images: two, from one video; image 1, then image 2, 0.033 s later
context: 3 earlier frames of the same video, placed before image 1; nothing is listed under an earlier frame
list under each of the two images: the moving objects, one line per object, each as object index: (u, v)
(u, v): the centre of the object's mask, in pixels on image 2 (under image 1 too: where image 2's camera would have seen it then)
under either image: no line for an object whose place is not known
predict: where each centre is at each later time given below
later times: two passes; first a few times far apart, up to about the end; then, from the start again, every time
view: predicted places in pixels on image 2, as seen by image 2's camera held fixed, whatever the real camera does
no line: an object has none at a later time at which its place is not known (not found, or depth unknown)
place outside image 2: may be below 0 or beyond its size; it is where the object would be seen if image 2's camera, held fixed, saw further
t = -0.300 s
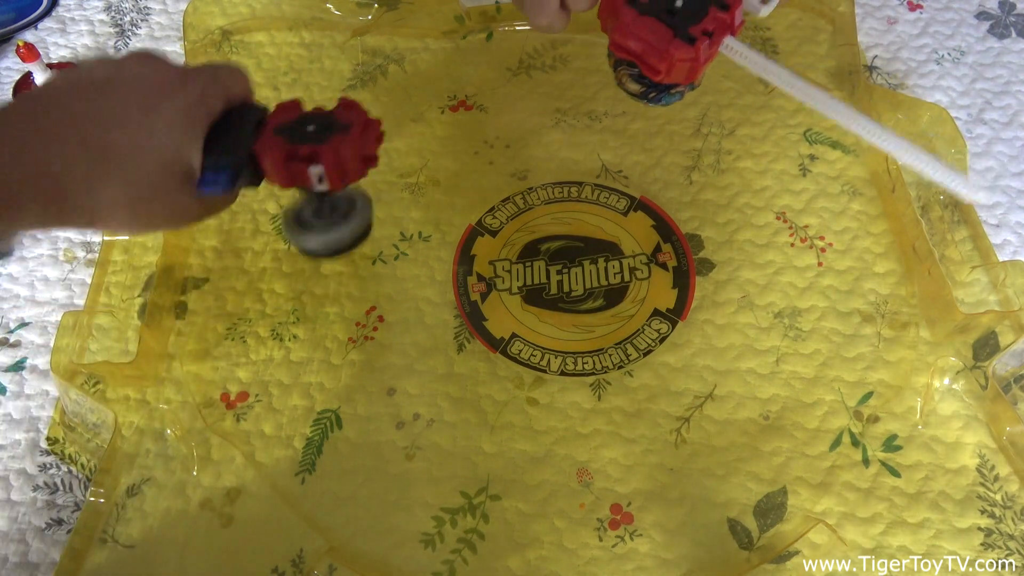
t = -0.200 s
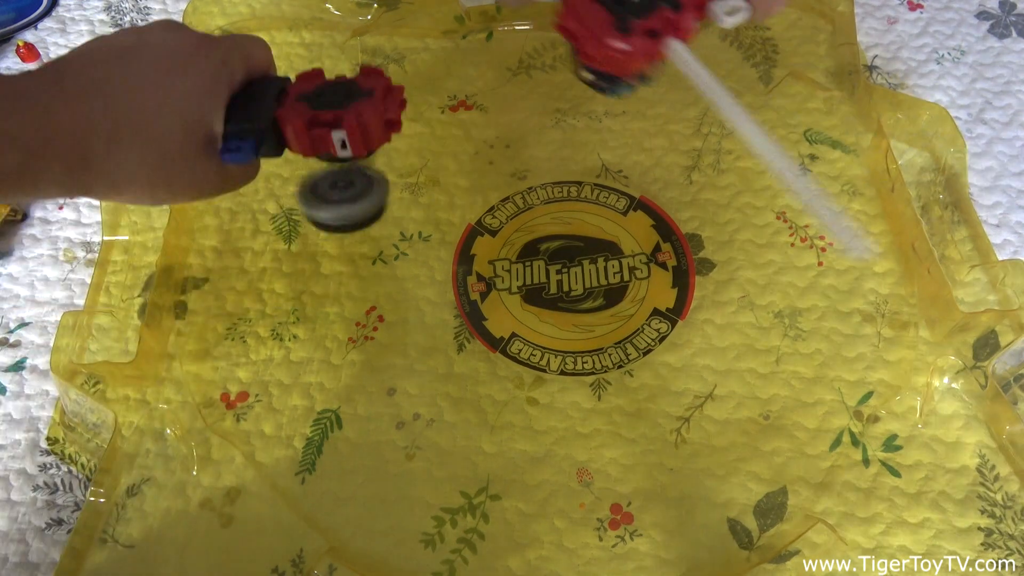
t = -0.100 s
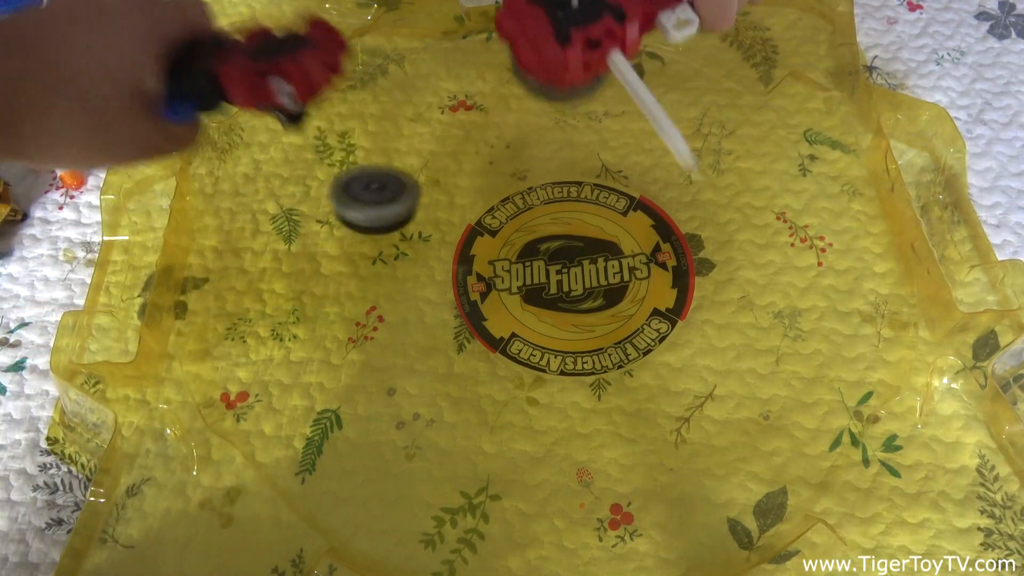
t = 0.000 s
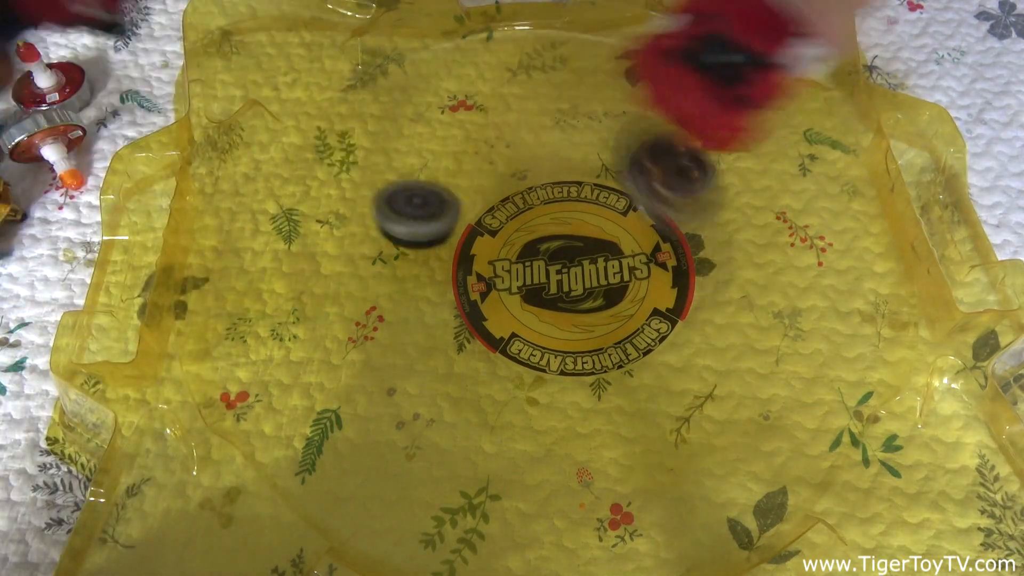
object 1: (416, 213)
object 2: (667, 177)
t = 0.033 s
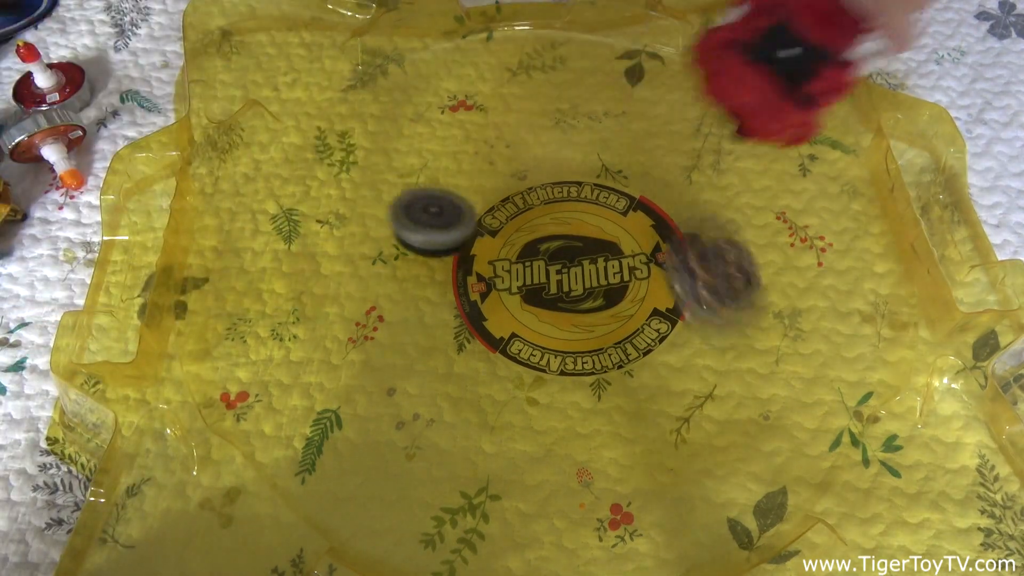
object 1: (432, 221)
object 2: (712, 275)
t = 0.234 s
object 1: (505, 238)
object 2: (808, 524)
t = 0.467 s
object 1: (537, 227)
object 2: (582, 520)
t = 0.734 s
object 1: (521, 183)
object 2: (478, 411)
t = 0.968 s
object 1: (495, 151)
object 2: (483, 379)
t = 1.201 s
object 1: (495, 159)
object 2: (487, 327)
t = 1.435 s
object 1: (582, 169)
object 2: (483, 289)
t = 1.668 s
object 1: (664, 165)
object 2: (479, 277)
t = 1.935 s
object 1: (663, 184)
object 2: (477, 270)
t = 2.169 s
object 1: (638, 237)
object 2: (479, 271)
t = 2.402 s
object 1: (636, 322)
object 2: (485, 272)
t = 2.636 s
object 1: (660, 367)
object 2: (493, 270)
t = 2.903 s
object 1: (650, 351)
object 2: (499, 267)
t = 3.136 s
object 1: (574, 328)
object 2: (502, 261)
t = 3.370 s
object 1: (517, 346)
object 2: (498, 252)
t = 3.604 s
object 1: (534, 344)
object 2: (497, 253)
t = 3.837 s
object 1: (511, 334)
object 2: (491, 235)
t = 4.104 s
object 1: (559, 313)
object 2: (494, 233)
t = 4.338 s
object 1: (546, 298)
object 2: (497, 231)
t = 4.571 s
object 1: (625, 312)
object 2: (455, 187)
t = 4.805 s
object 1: (646, 284)
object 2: (451, 182)
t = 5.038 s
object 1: (624, 269)
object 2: (455, 183)
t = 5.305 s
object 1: (570, 300)
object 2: (477, 188)
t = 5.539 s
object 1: (568, 309)
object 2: (543, 194)
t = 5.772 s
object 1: (555, 320)
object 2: (602, 186)
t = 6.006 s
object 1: (540, 304)
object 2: (608, 183)
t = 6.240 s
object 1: (535, 292)
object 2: (609, 185)
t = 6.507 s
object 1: (538, 272)
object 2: (609, 192)
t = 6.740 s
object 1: (513, 273)
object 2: (663, 211)
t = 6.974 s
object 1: (508, 310)
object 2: (711, 243)
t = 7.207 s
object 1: (486, 312)
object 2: (696, 255)
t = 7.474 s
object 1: (505, 302)
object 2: (676, 265)
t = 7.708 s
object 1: (515, 298)
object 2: (644, 282)
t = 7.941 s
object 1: (494, 282)
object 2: (648, 322)
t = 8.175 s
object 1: (492, 285)
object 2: (666, 351)
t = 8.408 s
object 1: (473, 299)
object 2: (653, 351)
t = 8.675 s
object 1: (483, 273)
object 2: (611, 323)
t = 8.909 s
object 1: (461, 245)
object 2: (599, 305)
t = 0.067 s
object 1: (445, 222)
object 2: (749, 360)
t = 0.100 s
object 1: (459, 225)
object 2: (778, 386)
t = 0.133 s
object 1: (473, 230)
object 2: (805, 426)
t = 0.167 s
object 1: (484, 231)
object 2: (825, 482)
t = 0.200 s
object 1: (497, 236)
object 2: (827, 514)
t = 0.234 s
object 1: (505, 238)
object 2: (808, 524)
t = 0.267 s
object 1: (510, 238)
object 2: (776, 535)
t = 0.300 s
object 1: (516, 238)
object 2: (751, 538)
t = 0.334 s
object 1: (524, 239)
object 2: (720, 541)
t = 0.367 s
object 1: (532, 240)
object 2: (685, 541)
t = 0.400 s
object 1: (532, 236)
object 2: (644, 538)
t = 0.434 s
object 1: (535, 233)
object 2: (607, 535)
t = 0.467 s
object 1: (537, 227)
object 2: (582, 520)
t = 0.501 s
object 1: (538, 225)
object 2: (556, 505)
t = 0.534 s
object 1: (539, 219)
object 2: (533, 491)
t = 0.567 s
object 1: (538, 216)
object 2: (519, 471)
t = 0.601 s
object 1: (536, 209)
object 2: (504, 457)
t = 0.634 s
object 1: (533, 202)
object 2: (493, 444)
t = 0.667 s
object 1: (530, 195)
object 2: (487, 429)
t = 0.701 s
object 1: (527, 190)
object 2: (481, 420)
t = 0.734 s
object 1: (521, 183)
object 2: (478, 411)
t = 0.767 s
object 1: (518, 178)
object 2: (478, 405)
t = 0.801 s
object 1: (514, 173)
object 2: (478, 399)
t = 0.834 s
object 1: (510, 169)
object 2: (479, 395)
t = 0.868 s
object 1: (508, 165)
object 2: (480, 391)
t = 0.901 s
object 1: (504, 161)
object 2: (481, 387)
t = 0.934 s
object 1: (498, 154)
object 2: (481, 383)
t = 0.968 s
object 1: (495, 151)
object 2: (483, 379)
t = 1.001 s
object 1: (492, 149)
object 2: (484, 373)
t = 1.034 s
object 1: (489, 147)
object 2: (485, 367)
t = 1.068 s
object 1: (486, 148)
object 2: (486, 360)
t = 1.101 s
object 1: (484, 150)
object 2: (486, 352)
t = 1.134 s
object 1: (485, 153)
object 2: (487, 343)
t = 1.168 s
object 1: (488, 156)
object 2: (488, 335)
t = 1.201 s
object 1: (495, 159)
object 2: (487, 327)
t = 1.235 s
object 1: (502, 160)
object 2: (487, 320)
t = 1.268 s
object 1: (513, 162)
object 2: (486, 313)
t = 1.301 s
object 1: (525, 163)
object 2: (486, 307)
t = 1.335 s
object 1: (539, 165)
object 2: (486, 301)
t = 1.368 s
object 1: (553, 167)
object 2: (485, 297)
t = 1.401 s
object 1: (568, 168)
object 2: (484, 292)
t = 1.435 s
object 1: (582, 169)
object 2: (483, 289)
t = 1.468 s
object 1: (597, 170)
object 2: (482, 286)
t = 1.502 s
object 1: (611, 170)
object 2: (481, 284)
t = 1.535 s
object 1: (624, 169)
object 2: (480, 282)
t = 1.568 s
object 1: (635, 167)
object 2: (480, 280)
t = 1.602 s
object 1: (646, 167)
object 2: (480, 279)
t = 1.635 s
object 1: (655, 166)
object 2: (480, 278)
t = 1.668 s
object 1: (664, 165)
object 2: (479, 277)
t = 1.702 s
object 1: (668, 164)
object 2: (479, 276)
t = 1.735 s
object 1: (672, 165)
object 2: (478, 275)
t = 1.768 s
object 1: (674, 166)
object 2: (478, 274)
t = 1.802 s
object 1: (674, 168)
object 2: (477, 273)
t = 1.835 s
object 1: (674, 173)
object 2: (477, 272)
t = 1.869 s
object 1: (670, 175)
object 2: (477, 272)
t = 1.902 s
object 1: (667, 179)
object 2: (477, 271)
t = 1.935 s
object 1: (663, 184)
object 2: (477, 270)
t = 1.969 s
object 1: (658, 190)
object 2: (477, 270)
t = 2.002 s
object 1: (654, 196)
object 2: (477, 270)
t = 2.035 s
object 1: (650, 203)
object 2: (476, 270)
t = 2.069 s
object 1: (646, 210)
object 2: (477, 270)
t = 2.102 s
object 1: (642, 217)
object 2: (477, 270)
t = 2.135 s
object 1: (641, 227)
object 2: (478, 271)
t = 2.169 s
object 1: (638, 237)
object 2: (479, 271)
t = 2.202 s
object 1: (636, 247)
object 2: (479, 271)
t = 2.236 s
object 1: (634, 260)
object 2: (480, 271)
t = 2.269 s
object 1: (633, 272)
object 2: (481, 272)
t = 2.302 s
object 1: (632, 283)
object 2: (482, 272)
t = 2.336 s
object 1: (632, 298)
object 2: (483, 272)
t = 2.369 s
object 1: (633, 310)
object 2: (483, 271)
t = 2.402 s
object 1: (636, 322)
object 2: (485, 272)
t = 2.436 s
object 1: (636, 331)
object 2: (486, 272)
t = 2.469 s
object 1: (639, 341)
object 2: (487, 272)
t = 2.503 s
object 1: (643, 350)
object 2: (488, 271)
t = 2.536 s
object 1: (647, 357)
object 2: (489, 271)
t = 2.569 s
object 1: (651, 361)
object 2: (491, 271)
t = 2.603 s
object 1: (656, 365)
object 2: (492, 271)
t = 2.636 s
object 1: (660, 367)
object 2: (493, 270)
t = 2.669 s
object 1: (663, 369)
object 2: (493, 270)
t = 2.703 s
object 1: (665, 369)
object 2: (495, 270)
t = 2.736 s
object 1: (666, 369)
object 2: (495, 269)
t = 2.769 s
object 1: (665, 367)
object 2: (496, 269)
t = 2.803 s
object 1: (665, 365)
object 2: (496, 269)
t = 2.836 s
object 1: (660, 361)
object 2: (498, 269)
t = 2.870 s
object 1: (657, 358)
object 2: (498, 268)
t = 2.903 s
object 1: (650, 351)
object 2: (499, 267)
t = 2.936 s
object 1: (643, 345)
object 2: (500, 267)
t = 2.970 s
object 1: (634, 340)
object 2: (501, 266)
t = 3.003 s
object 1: (625, 335)
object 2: (501, 264)
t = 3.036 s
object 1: (614, 332)
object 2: (502, 264)
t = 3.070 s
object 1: (602, 330)
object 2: (502, 263)
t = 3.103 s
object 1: (589, 329)
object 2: (502, 262)
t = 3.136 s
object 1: (574, 328)
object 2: (502, 261)
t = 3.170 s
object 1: (561, 327)
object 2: (502, 260)
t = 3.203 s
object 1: (548, 328)
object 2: (502, 260)
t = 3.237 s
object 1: (535, 330)
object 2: (503, 258)
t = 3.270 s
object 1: (526, 337)
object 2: (500, 254)
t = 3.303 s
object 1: (520, 342)
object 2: (499, 252)
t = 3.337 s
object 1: (517, 345)
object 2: (498, 252)
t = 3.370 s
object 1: (517, 346)
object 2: (498, 252)
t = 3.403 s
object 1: (521, 347)
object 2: (497, 252)
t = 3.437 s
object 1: (524, 347)
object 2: (497, 252)
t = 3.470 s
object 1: (528, 347)
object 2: (497, 252)
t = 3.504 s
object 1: (532, 346)
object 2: (497, 252)
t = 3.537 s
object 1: (534, 345)
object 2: (497, 252)
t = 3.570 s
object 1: (535, 344)
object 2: (497, 252)
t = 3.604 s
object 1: (534, 344)
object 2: (497, 253)
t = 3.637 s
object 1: (530, 342)
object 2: (497, 253)
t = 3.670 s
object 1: (526, 339)
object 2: (497, 253)
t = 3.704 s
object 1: (522, 333)
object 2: (497, 253)
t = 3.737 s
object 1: (516, 333)
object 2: (497, 248)
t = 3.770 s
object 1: (513, 337)
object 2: (494, 241)
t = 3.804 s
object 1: (511, 338)
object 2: (492, 236)
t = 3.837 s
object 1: (511, 334)
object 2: (491, 235)
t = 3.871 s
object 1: (517, 331)
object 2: (491, 235)
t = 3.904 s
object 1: (525, 329)
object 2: (491, 235)
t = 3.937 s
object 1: (532, 326)
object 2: (492, 235)
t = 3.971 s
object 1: (540, 322)
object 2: (492, 234)
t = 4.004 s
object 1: (546, 319)
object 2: (493, 234)
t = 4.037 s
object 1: (551, 317)
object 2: (493, 234)
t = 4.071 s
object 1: (556, 315)
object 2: (493, 233)
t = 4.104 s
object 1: (559, 313)
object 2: (494, 233)
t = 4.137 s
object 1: (561, 312)
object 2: (494, 233)
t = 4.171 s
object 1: (562, 311)
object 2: (494, 233)
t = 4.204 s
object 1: (561, 310)
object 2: (495, 232)
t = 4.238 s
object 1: (558, 308)
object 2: (495, 232)
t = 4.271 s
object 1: (554, 306)
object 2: (496, 232)
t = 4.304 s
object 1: (550, 302)
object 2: (496, 231)
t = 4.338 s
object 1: (546, 298)
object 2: (497, 231)
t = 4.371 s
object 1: (545, 294)
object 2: (495, 229)
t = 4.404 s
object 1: (559, 302)
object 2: (483, 217)
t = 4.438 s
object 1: (574, 309)
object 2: (473, 207)
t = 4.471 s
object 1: (588, 313)
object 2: (466, 201)
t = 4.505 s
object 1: (601, 314)
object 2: (461, 194)
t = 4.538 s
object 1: (612, 314)
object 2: (458, 189)
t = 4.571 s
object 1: (625, 312)
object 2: (455, 187)
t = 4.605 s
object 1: (635, 309)
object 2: (453, 185)
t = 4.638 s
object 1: (645, 305)
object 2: (451, 184)
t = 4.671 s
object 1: (650, 301)
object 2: (450, 183)
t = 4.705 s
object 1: (652, 297)
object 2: (451, 183)
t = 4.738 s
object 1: (651, 292)
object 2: (451, 183)
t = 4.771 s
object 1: (649, 287)
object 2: (451, 182)
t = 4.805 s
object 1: (646, 284)
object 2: (451, 182)
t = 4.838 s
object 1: (641, 279)
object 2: (452, 182)
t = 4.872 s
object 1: (636, 276)
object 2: (452, 182)
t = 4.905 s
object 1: (632, 273)
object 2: (452, 182)
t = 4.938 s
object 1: (629, 270)
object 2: (452, 182)
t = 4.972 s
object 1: (626, 269)
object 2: (453, 182)
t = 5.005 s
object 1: (625, 268)
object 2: (454, 183)
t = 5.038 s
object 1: (624, 269)
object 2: (455, 183)
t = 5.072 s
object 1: (622, 273)
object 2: (455, 182)
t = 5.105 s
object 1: (619, 278)
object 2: (456, 182)
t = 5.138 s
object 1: (613, 283)
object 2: (458, 183)
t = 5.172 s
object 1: (603, 286)
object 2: (459, 183)
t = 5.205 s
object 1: (593, 292)
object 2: (461, 184)
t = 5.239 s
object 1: (584, 295)
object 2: (465, 185)
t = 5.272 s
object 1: (577, 299)
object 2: (471, 186)
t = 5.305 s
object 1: (570, 300)
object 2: (477, 188)
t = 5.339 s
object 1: (566, 301)
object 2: (485, 189)
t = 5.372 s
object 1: (563, 301)
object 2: (493, 191)
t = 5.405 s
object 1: (563, 302)
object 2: (502, 192)
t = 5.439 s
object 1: (563, 303)
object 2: (512, 193)
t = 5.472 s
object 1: (565, 304)
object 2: (522, 194)
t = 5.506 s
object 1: (567, 307)
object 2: (533, 194)
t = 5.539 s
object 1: (568, 309)
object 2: (543, 194)
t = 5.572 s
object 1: (569, 313)
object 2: (554, 193)
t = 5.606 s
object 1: (568, 315)
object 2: (564, 192)
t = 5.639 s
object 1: (567, 318)
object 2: (573, 191)
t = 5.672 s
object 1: (565, 320)
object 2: (583, 190)
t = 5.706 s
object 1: (562, 321)
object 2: (591, 189)
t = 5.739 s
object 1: (559, 321)
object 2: (597, 187)
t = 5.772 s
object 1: (555, 320)
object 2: (602, 186)
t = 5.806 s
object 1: (552, 319)
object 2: (605, 185)
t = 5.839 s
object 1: (549, 317)
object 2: (607, 183)
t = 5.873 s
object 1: (547, 315)
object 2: (607, 183)
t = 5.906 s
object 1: (545, 312)
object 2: (607, 182)
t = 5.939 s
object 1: (543, 310)
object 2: (607, 182)
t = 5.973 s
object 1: (541, 306)
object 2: (608, 182)
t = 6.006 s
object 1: (540, 304)
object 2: (608, 183)
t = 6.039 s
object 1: (539, 302)
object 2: (608, 183)
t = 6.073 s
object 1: (538, 300)
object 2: (608, 184)
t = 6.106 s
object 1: (538, 298)
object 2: (608, 184)
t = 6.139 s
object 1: (537, 297)
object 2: (608, 184)
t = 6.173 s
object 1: (536, 295)
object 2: (609, 184)
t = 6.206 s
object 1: (536, 293)
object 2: (609, 184)
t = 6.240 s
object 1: (535, 292)
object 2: (609, 185)
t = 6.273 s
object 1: (534, 291)
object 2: (609, 186)
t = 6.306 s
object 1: (534, 288)
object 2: (609, 187)
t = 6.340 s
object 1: (533, 285)
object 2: (609, 187)
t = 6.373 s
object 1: (534, 283)
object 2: (609, 187)
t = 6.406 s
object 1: (533, 280)
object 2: (609, 188)
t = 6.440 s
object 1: (534, 277)
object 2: (610, 189)
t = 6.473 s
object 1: (537, 275)
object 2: (609, 190)
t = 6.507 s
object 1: (538, 272)
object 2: (609, 192)
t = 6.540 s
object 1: (540, 269)
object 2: (609, 195)
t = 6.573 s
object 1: (543, 267)
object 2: (609, 198)
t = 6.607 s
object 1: (546, 264)
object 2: (610, 202)
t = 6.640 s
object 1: (543, 264)
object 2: (615, 205)
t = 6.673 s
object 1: (530, 267)
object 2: (634, 204)
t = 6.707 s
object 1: (520, 271)
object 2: (649, 207)
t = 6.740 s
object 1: (513, 273)
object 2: (663, 211)
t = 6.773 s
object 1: (510, 277)
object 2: (676, 216)
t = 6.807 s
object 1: (509, 280)
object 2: (687, 222)
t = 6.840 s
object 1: (510, 285)
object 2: (696, 228)
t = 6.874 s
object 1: (512, 289)
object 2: (704, 234)
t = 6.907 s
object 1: (514, 296)
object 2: (709, 237)
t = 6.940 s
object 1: (512, 303)
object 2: (711, 240)
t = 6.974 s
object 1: (508, 310)
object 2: (711, 243)
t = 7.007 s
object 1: (505, 315)
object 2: (709, 246)
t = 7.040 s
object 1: (496, 318)
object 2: (707, 247)
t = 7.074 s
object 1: (492, 319)
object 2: (704, 249)
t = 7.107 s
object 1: (489, 319)
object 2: (702, 251)
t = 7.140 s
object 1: (486, 316)
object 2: (700, 252)
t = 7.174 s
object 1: (486, 315)
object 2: (698, 253)
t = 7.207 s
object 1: (486, 312)
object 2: (696, 255)
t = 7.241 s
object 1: (487, 310)
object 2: (694, 256)
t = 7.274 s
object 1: (489, 308)
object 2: (690, 258)
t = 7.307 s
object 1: (491, 306)
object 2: (687, 259)
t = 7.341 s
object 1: (494, 305)
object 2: (684, 261)
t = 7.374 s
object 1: (496, 304)
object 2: (681, 262)
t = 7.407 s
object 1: (499, 303)
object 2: (679, 263)
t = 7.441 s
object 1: (502, 303)
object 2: (678, 264)
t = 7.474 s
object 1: (505, 302)
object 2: (676, 265)
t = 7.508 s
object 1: (507, 302)
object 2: (674, 266)
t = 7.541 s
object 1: (508, 302)
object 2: (671, 267)
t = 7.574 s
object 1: (510, 302)
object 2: (667, 269)
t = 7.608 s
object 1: (511, 301)
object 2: (661, 272)
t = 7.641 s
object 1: (513, 300)
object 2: (655, 274)
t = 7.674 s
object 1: (514, 299)
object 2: (650, 278)
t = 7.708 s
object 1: (515, 298)
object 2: (644, 282)
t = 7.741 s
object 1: (517, 296)
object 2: (639, 286)
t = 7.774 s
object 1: (519, 295)
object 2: (633, 291)
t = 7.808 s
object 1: (520, 294)
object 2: (628, 297)
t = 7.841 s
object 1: (520, 293)
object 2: (625, 302)
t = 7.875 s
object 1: (518, 290)
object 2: (625, 305)
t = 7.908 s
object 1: (505, 285)
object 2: (638, 313)
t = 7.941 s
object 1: (494, 282)
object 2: (648, 322)
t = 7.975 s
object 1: (488, 277)
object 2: (656, 332)
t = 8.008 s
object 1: (486, 274)
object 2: (662, 341)
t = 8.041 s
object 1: (486, 273)
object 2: (665, 347)
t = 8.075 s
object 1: (487, 274)
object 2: (667, 352)
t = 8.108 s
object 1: (489, 276)
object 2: (668, 352)
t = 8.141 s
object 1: (491, 280)
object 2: (667, 352)
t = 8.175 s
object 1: (492, 285)
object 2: (666, 351)
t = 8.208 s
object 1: (492, 291)
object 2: (664, 351)
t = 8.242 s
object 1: (491, 295)
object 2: (662, 352)
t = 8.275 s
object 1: (488, 298)
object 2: (660, 351)
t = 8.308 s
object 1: (484, 300)
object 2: (659, 350)
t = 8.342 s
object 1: (480, 301)
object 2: (657, 350)
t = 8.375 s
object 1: (477, 301)
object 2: (655, 351)
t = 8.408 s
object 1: (473, 299)
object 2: (653, 351)
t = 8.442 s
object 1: (470, 295)
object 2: (651, 350)
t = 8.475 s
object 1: (470, 292)
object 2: (649, 349)
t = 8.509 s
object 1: (470, 288)
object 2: (646, 347)
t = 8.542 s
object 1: (471, 285)
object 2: (642, 344)
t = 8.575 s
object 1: (474, 280)
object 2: (636, 340)
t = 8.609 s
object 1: (477, 278)
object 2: (627, 334)
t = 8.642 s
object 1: (480, 274)
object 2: (619, 329)
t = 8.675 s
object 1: (483, 273)
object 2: (611, 323)
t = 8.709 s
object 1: (487, 271)
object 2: (600, 317)
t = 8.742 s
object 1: (490, 271)
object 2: (590, 312)
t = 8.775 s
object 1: (487, 268)
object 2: (588, 309)
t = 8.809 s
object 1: (474, 259)
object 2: (595, 308)
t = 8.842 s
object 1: (465, 251)
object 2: (600, 306)
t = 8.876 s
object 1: (461, 247)
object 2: (600, 305)
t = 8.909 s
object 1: (461, 245)
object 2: (599, 305)
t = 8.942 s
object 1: (462, 243)
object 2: (599, 306)
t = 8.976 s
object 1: (465, 243)
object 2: (600, 305)
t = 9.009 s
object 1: (468, 245)
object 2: (600, 305)
